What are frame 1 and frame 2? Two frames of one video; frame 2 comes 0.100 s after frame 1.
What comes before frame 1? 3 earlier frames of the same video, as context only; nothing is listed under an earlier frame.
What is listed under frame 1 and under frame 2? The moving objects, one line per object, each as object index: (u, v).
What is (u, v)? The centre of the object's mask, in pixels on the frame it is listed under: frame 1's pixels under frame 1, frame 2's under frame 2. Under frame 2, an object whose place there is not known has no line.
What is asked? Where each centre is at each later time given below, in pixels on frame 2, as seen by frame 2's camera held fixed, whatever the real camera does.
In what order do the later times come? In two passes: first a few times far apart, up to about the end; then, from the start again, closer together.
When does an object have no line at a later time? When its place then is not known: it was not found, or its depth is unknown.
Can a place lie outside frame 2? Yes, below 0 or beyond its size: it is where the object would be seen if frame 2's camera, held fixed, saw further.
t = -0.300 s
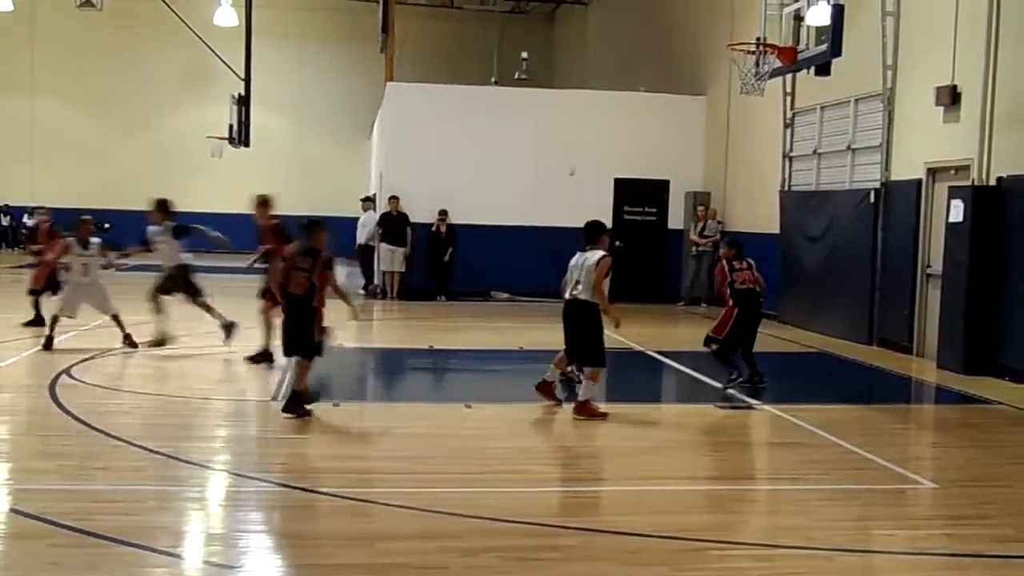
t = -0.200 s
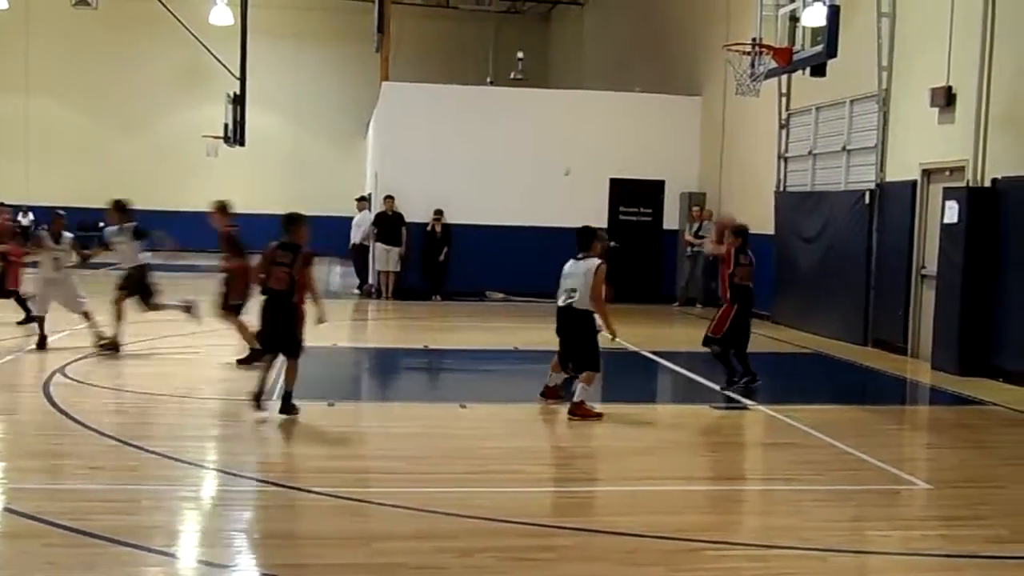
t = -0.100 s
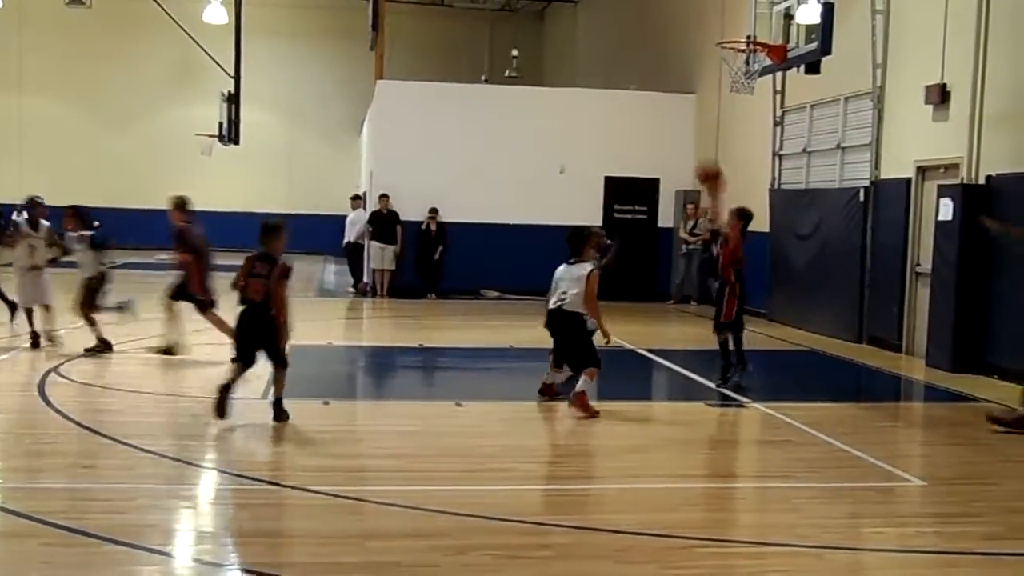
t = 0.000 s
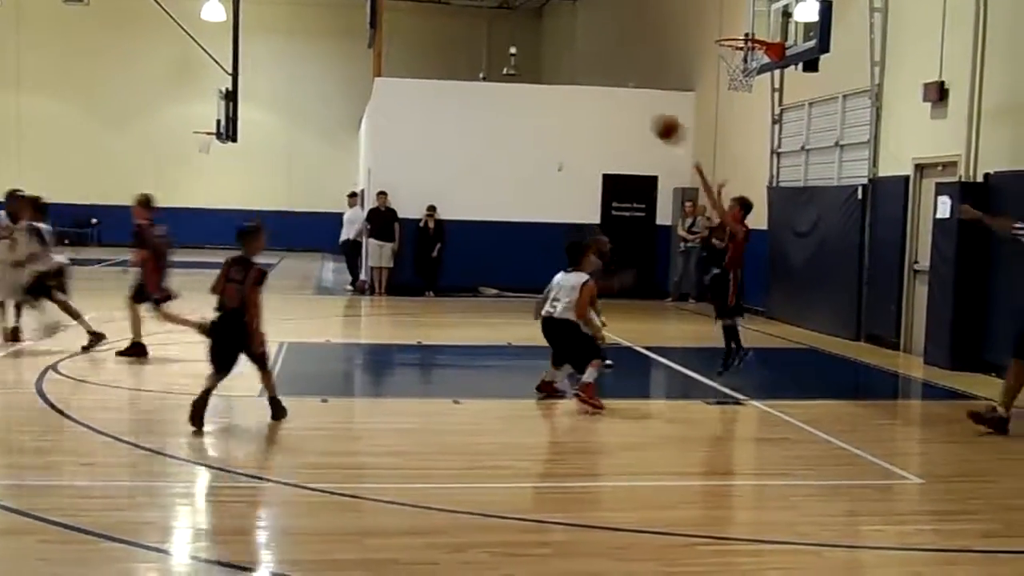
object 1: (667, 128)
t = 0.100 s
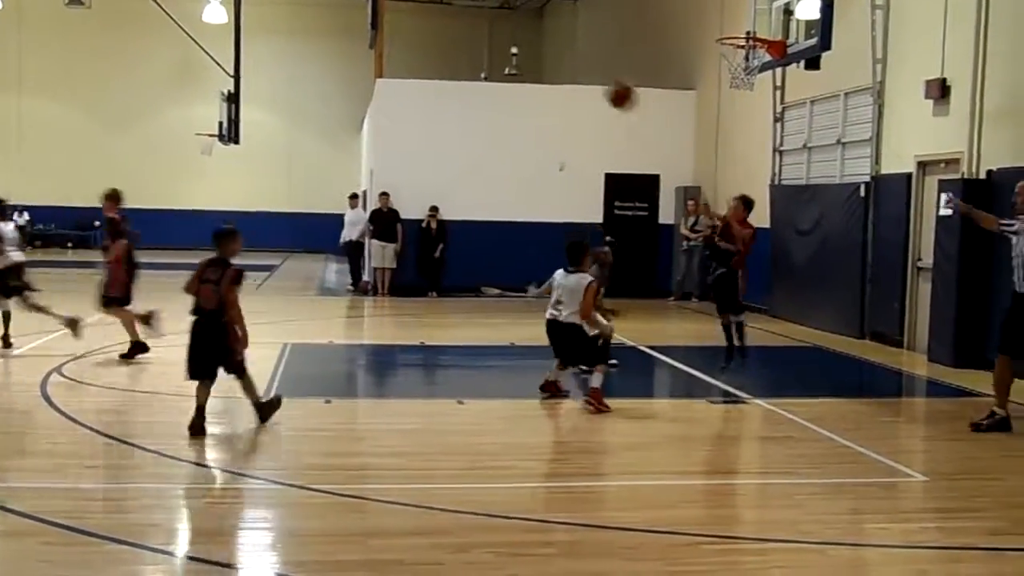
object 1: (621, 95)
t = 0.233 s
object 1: (549, 67)
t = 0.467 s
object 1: (396, 69)
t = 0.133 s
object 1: (604, 86)
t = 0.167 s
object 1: (586, 79)
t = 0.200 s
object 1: (568, 72)
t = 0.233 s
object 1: (549, 67)
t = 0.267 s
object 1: (531, 64)
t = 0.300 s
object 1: (508, 61)
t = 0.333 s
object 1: (487, 61)
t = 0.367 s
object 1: (467, 60)
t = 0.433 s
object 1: (421, 65)
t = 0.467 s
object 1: (396, 69)
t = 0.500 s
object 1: (371, 76)
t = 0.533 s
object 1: (347, 86)
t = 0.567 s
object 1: (322, 96)
